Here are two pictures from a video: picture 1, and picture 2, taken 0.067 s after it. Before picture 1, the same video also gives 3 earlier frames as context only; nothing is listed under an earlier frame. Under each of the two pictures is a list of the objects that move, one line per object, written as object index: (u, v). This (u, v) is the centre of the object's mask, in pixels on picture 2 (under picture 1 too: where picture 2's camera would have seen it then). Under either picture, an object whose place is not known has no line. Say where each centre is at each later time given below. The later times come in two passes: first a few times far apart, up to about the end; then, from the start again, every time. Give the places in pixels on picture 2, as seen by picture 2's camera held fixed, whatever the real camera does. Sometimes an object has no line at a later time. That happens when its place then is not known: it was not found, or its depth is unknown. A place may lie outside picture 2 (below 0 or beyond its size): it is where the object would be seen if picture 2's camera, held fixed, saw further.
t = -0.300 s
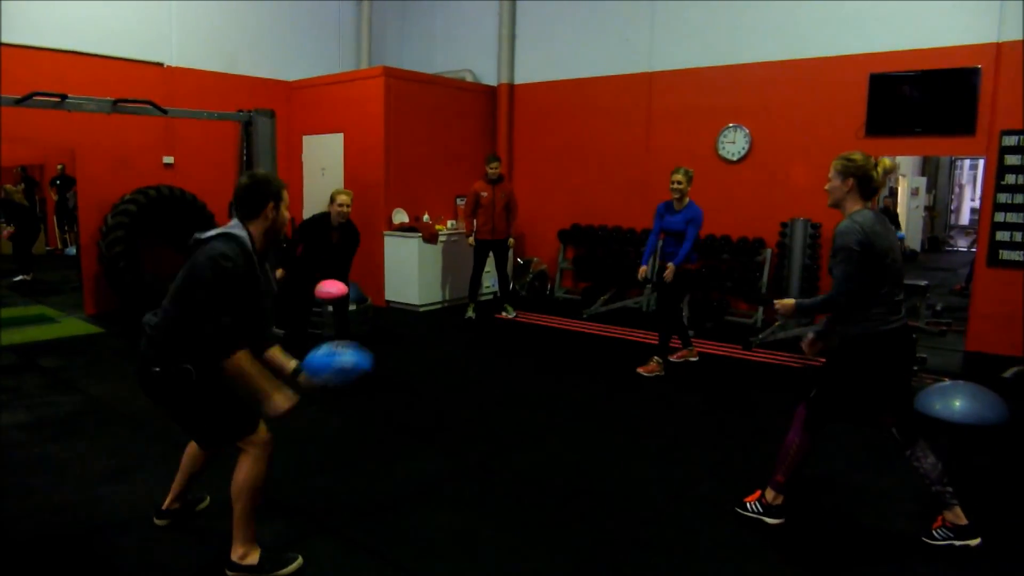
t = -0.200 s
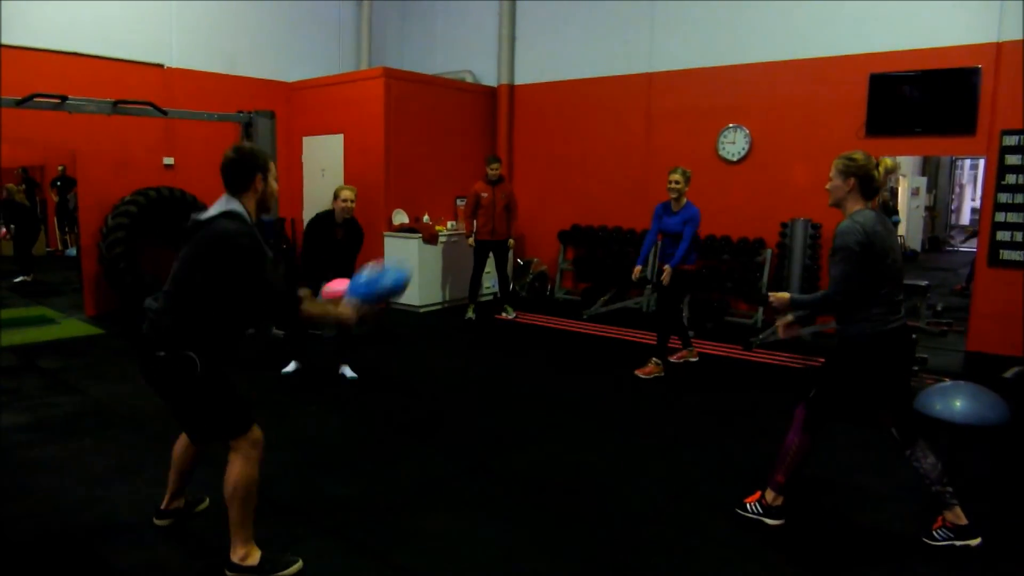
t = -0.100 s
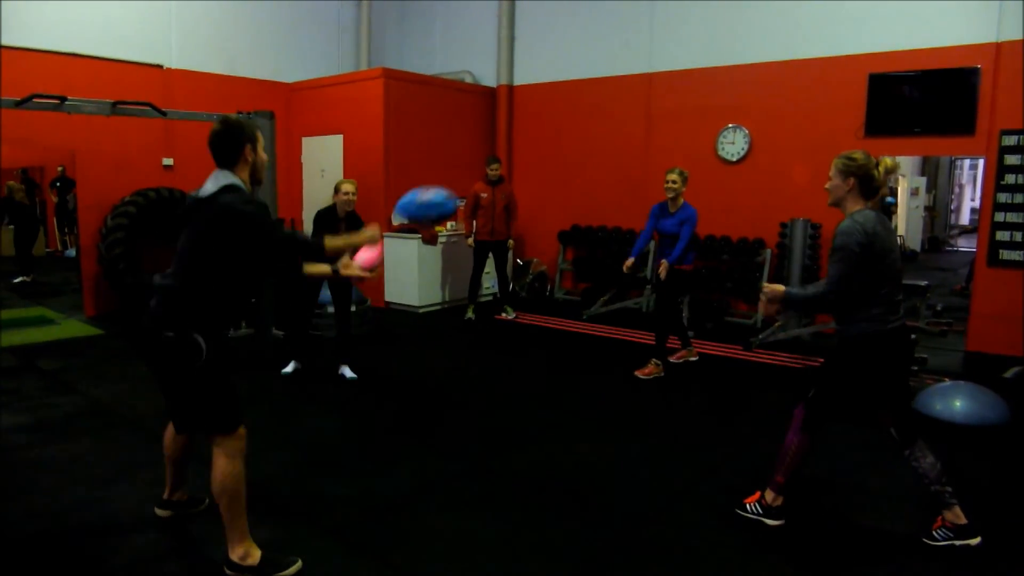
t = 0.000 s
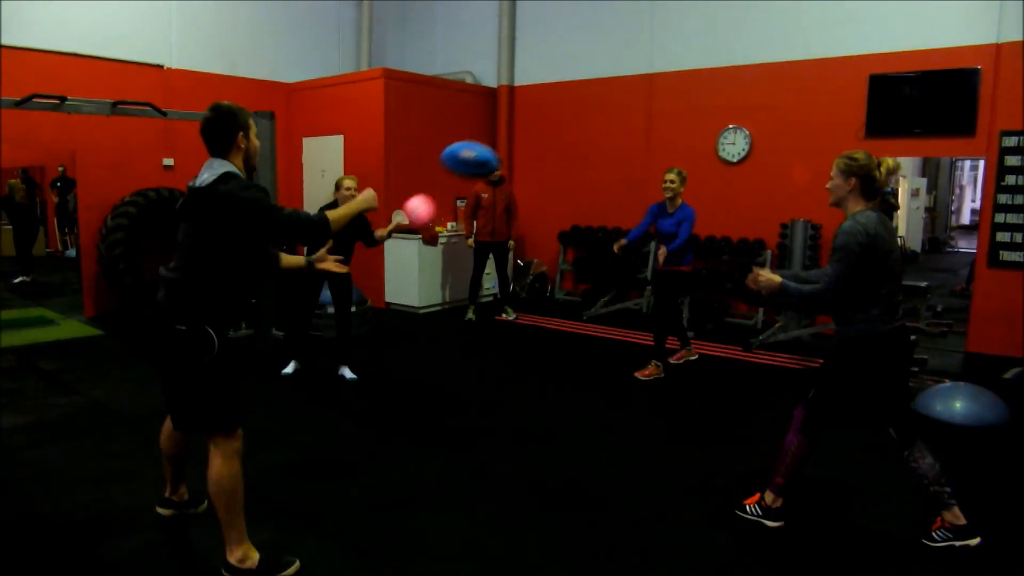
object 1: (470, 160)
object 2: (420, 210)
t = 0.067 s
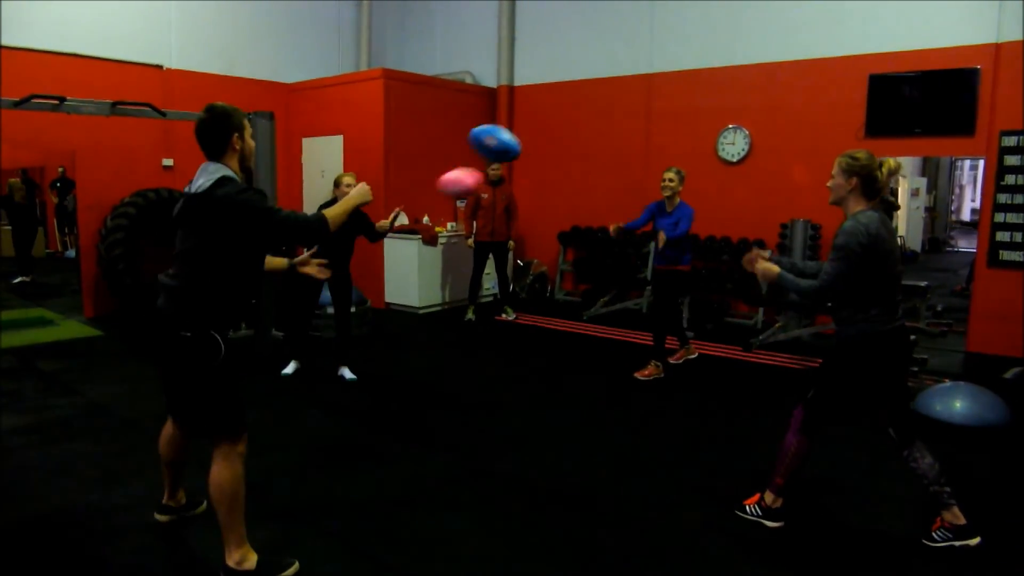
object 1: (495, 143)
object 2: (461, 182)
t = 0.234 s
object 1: (563, 107)
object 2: (557, 172)
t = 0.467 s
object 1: (689, 73)
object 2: (666, 292)
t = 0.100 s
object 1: (507, 139)
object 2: (481, 171)
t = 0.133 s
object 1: (518, 137)
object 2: (497, 163)
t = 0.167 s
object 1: (530, 134)
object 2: (515, 159)
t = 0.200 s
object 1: (546, 119)
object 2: (540, 161)
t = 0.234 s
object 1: (563, 107)
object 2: (557, 172)
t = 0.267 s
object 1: (580, 96)
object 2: (575, 185)
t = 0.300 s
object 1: (598, 87)
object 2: (592, 199)
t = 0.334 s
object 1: (615, 80)
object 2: (608, 213)
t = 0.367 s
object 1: (634, 75)
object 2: (624, 231)
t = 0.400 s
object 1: (652, 72)
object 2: (638, 249)
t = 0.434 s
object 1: (671, 71)
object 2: (652, 269)
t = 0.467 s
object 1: (689, 73)
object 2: (666, 292)
